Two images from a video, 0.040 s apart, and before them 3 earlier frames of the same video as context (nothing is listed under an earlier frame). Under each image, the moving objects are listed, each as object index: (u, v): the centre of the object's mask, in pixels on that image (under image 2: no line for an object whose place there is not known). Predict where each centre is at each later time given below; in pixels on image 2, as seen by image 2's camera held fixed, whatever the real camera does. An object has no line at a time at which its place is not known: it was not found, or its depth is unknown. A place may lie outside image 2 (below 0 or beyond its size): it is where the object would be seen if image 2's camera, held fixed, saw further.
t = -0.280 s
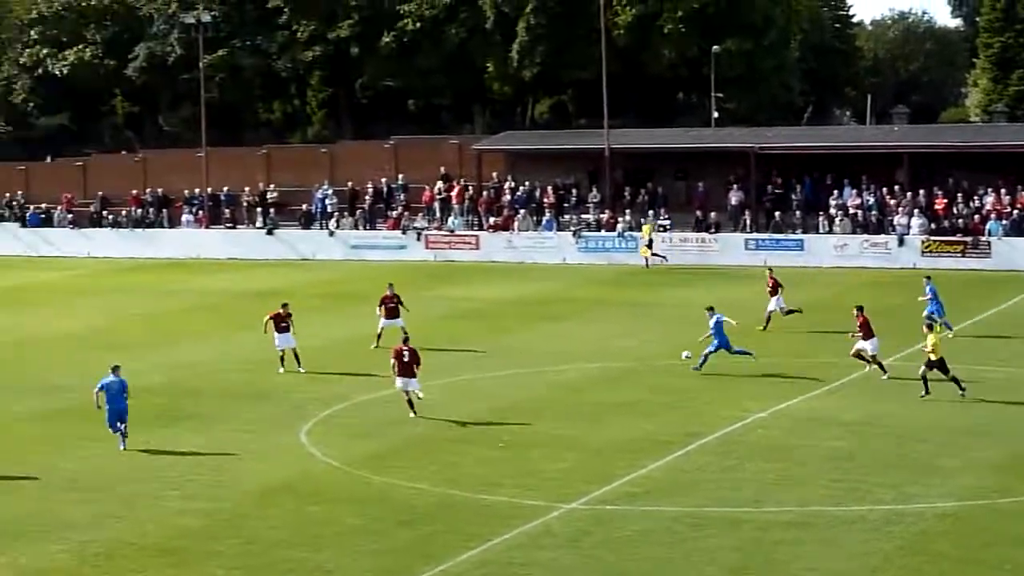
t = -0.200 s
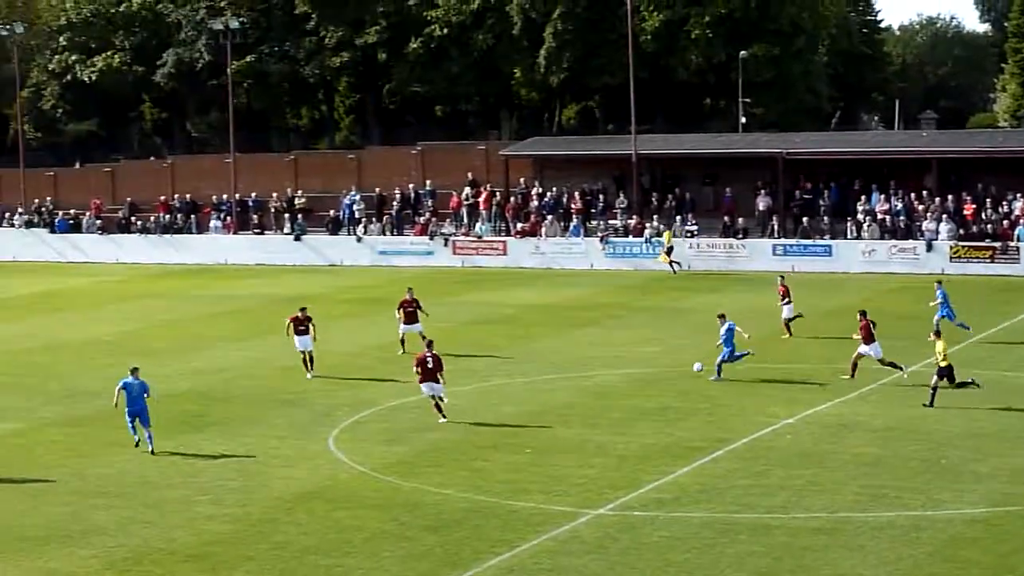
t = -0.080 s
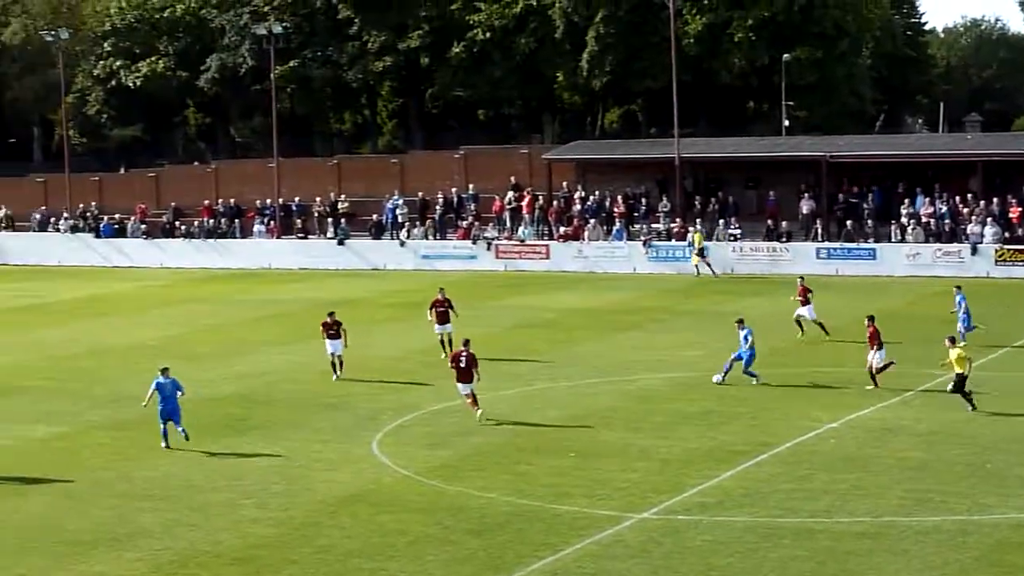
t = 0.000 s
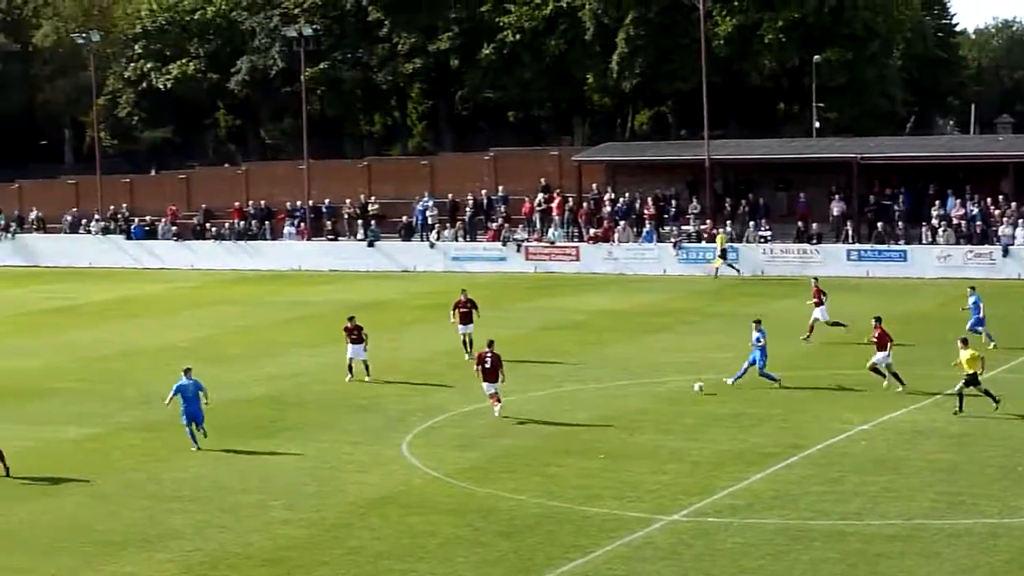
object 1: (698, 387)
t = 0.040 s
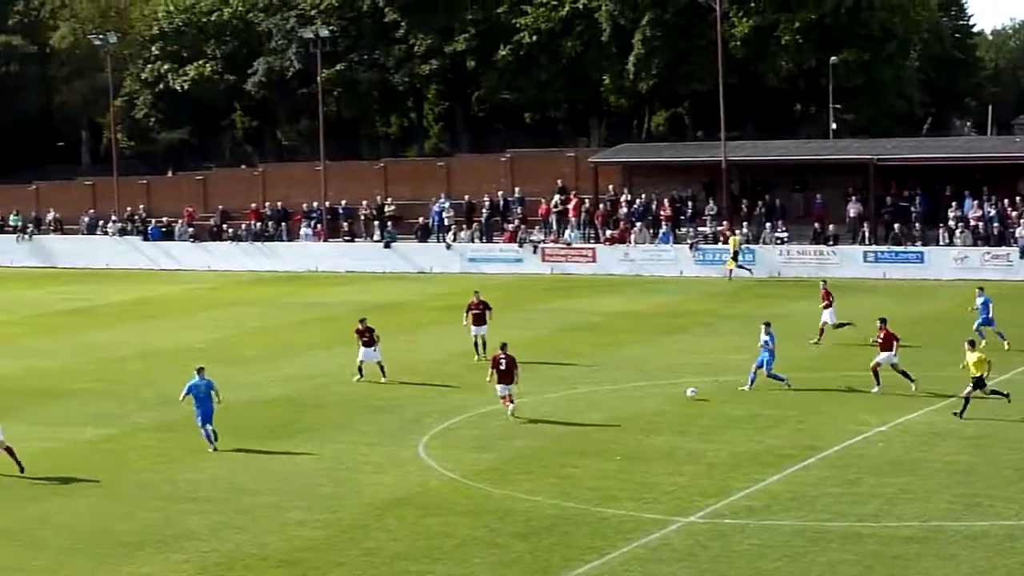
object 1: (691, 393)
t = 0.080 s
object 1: (667, 398)
